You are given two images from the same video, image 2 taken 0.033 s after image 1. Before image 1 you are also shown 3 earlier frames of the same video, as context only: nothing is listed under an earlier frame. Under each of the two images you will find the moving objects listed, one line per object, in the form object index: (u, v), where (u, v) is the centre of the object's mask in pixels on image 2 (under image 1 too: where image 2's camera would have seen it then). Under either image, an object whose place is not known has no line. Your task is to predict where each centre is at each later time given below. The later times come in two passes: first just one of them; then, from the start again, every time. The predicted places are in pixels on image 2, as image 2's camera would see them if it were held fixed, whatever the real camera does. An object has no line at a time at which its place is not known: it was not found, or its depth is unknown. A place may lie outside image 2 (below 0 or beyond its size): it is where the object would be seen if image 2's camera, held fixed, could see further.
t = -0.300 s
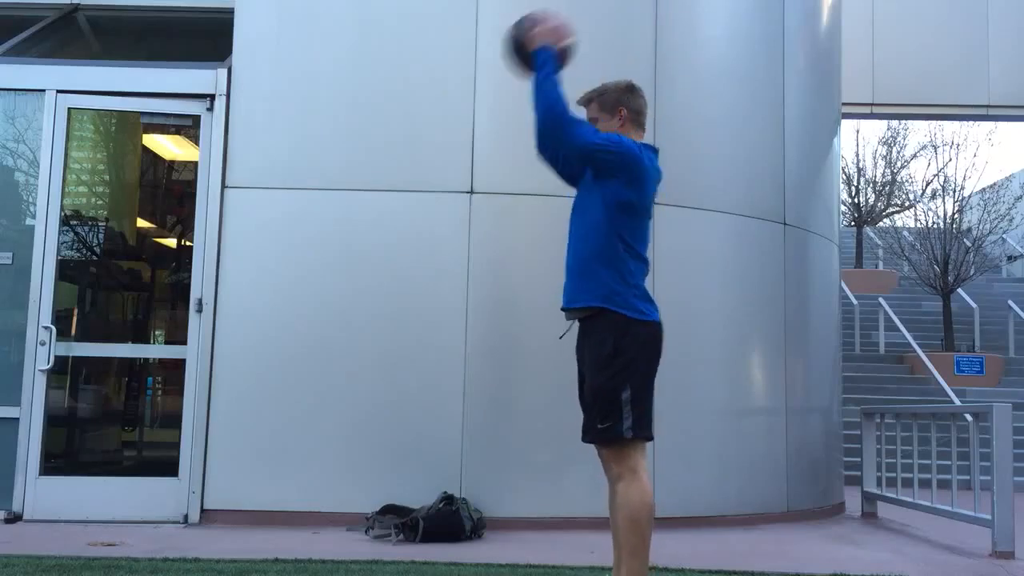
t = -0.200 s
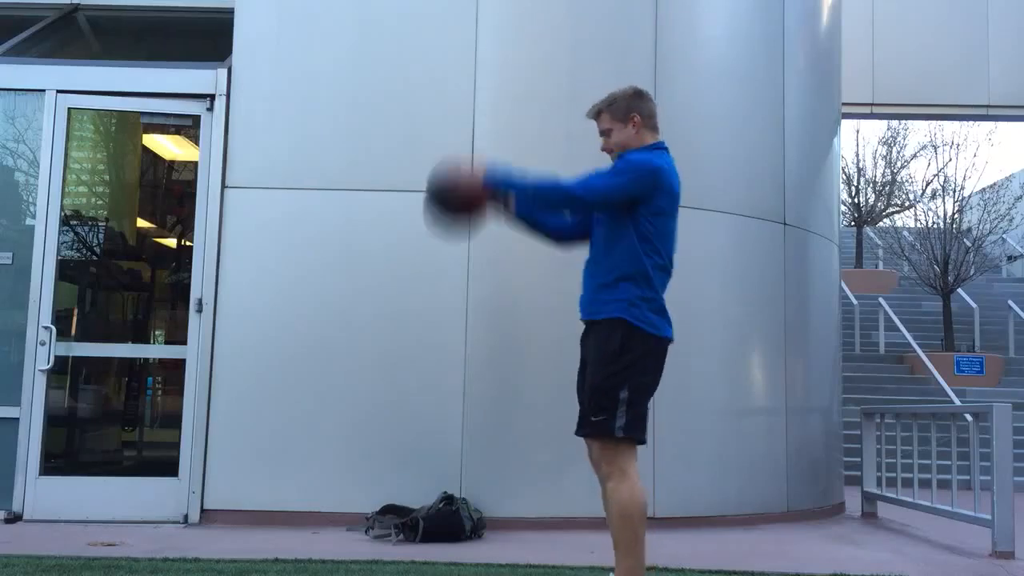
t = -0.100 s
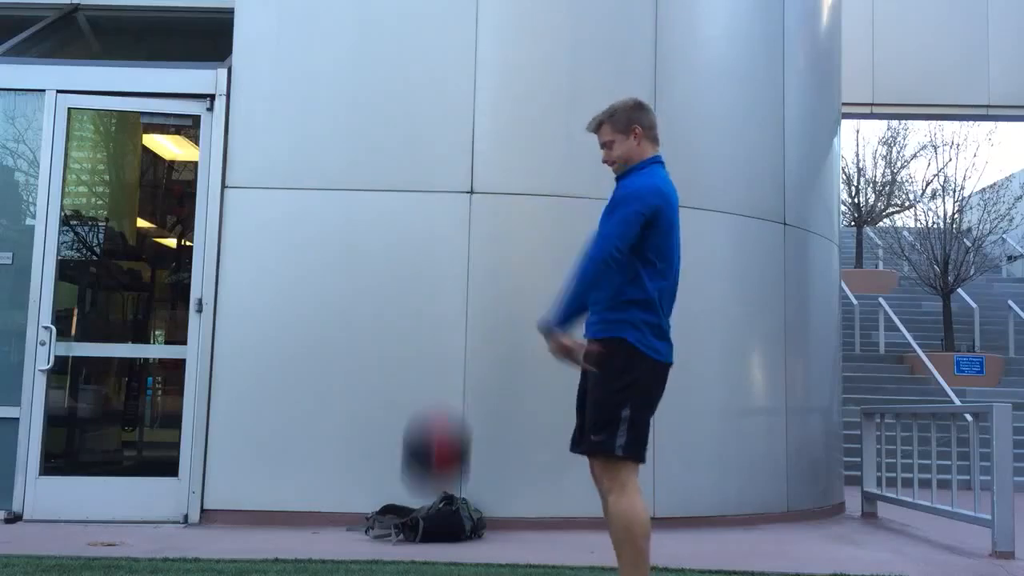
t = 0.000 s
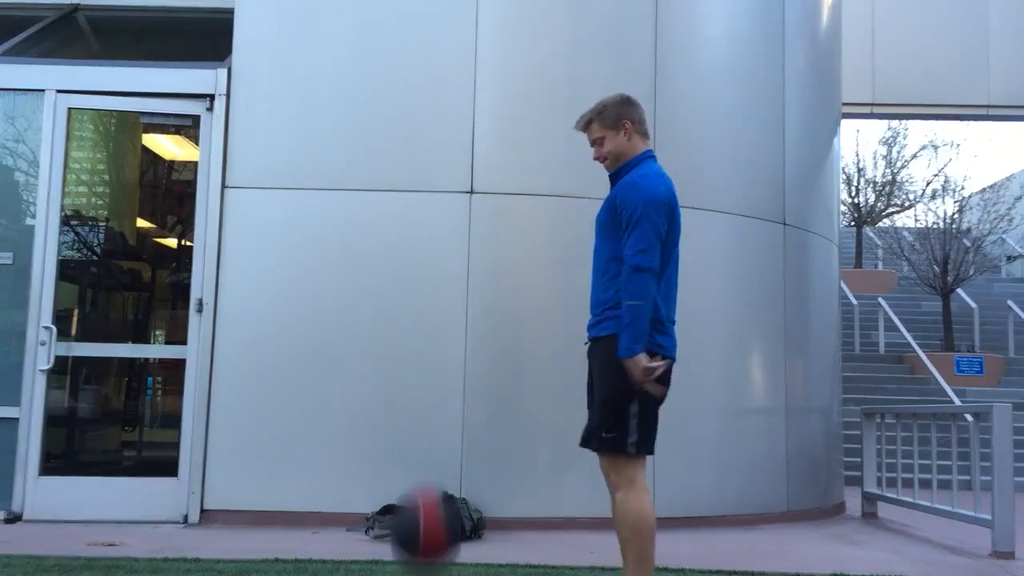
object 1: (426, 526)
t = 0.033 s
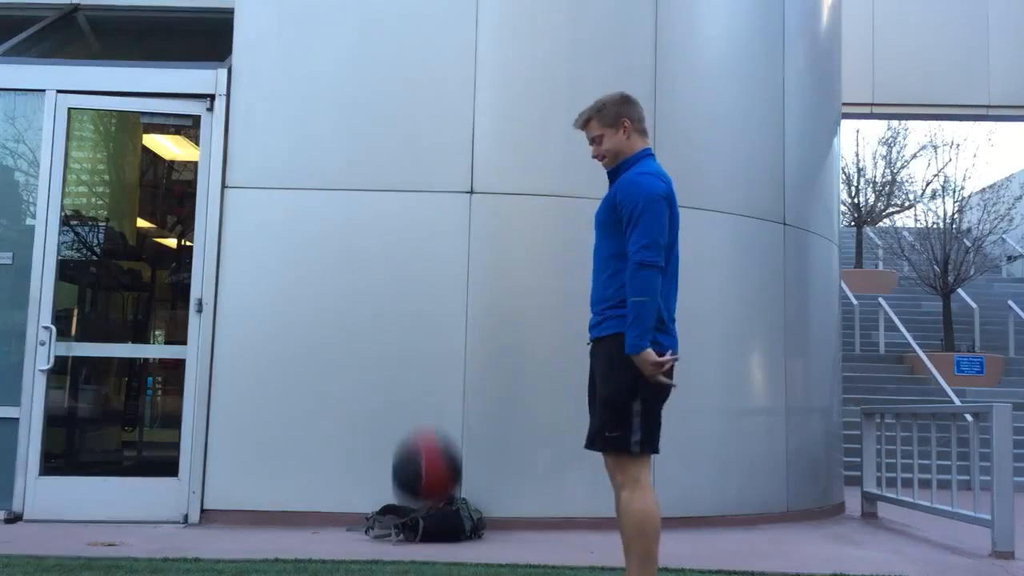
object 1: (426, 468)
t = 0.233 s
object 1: (429, 222)
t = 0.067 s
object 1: (427, 419)
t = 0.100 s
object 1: (428, 372)
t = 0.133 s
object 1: (428, 327)
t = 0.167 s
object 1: (429, 288)
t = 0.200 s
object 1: (429, 253)
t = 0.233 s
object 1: (429, 222)
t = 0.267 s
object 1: (429, 194)
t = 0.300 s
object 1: (428, 170)
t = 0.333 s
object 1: (428, 150)
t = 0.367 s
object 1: (428, 134)
